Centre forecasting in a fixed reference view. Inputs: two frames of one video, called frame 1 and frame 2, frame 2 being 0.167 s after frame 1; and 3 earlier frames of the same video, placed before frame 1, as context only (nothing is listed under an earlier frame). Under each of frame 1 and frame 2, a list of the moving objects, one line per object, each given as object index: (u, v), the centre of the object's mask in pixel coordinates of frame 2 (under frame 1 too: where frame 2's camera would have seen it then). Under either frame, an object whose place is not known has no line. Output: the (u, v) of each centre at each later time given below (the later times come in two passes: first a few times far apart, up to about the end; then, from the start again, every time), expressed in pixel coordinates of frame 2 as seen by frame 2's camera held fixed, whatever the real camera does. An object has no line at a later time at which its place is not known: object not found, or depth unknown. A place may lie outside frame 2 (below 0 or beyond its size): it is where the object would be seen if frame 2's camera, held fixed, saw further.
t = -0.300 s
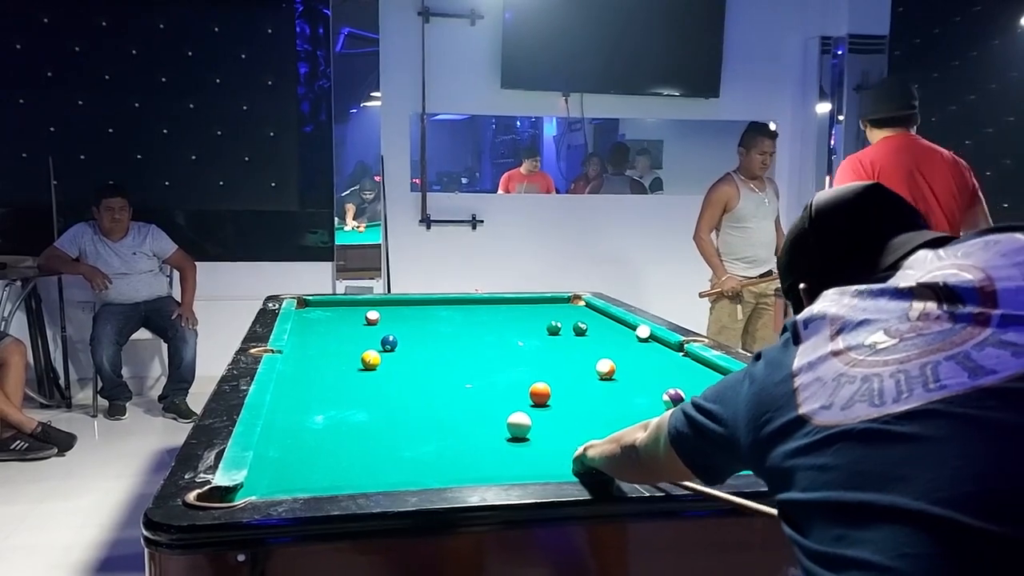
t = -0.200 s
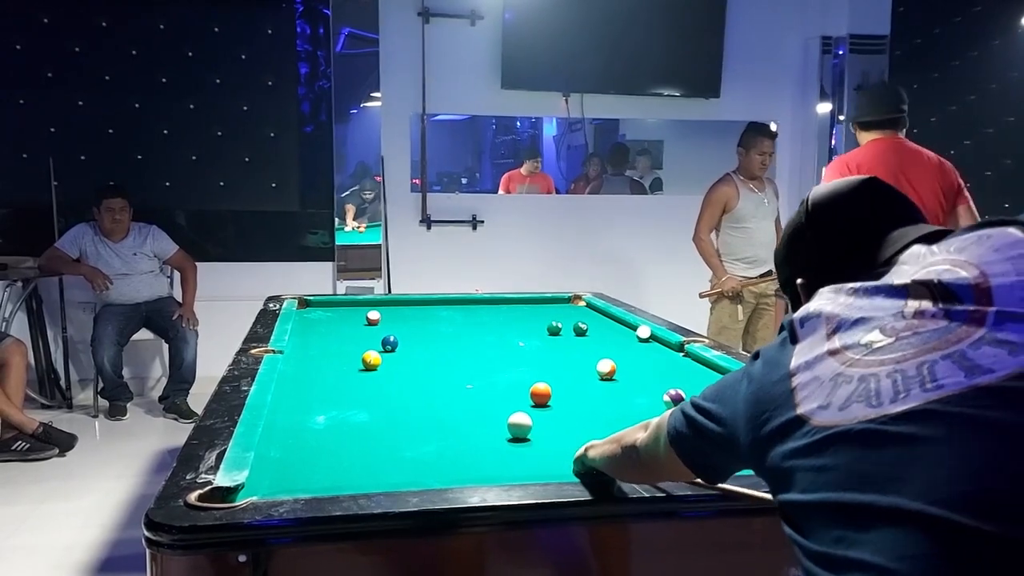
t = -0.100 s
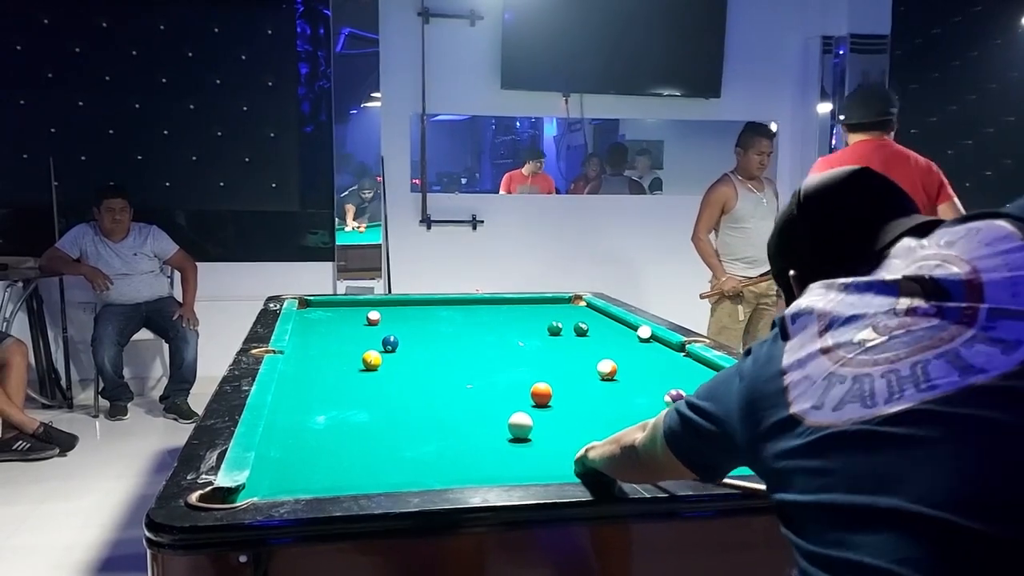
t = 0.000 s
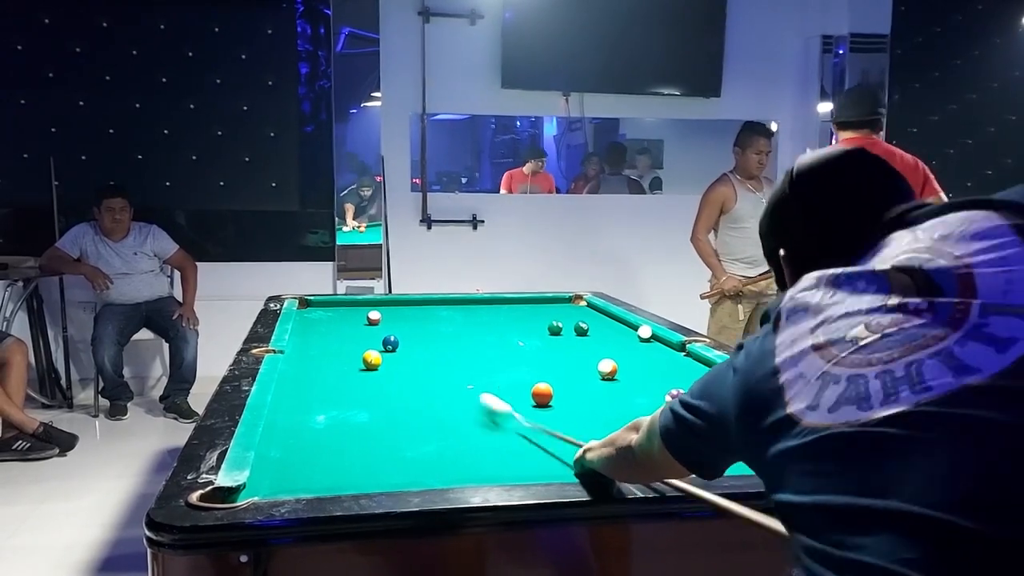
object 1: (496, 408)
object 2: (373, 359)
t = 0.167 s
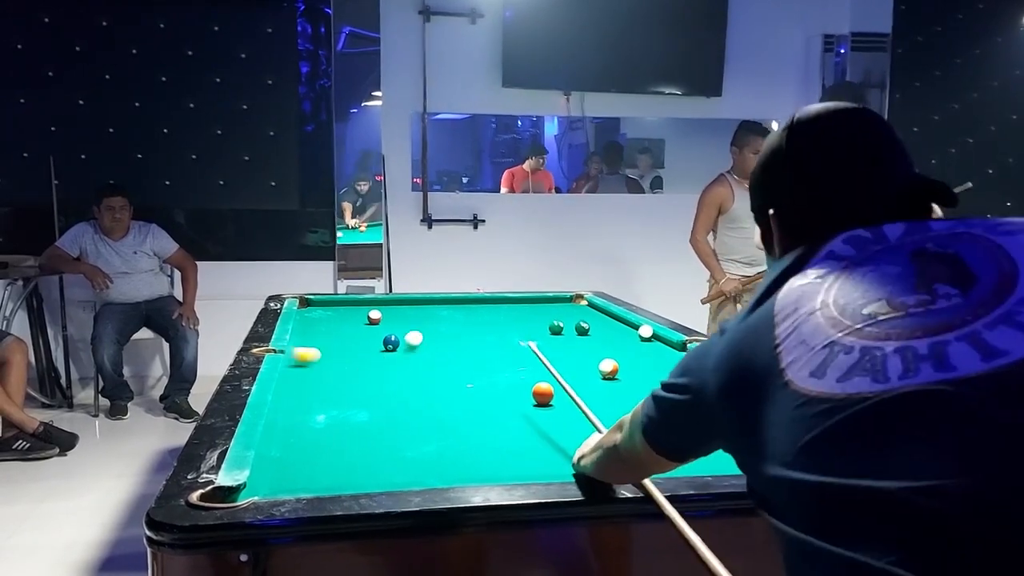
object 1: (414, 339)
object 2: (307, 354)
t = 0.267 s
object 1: (440, 319)
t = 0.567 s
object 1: (541, 309)
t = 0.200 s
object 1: (423, 332)
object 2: (273, 350)
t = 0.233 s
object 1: (432, 324)
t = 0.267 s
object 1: (440, 319)
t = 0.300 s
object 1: (447, 313)
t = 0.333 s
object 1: (453, 308)
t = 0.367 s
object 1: (459, 304)
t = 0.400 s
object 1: (464, 299)
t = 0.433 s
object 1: (478, 300)
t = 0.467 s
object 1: (494, 303)
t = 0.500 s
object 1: (510, 305)
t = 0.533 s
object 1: (527, 308)
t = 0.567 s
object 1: (541, 309)
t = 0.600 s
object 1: (558, 312)
